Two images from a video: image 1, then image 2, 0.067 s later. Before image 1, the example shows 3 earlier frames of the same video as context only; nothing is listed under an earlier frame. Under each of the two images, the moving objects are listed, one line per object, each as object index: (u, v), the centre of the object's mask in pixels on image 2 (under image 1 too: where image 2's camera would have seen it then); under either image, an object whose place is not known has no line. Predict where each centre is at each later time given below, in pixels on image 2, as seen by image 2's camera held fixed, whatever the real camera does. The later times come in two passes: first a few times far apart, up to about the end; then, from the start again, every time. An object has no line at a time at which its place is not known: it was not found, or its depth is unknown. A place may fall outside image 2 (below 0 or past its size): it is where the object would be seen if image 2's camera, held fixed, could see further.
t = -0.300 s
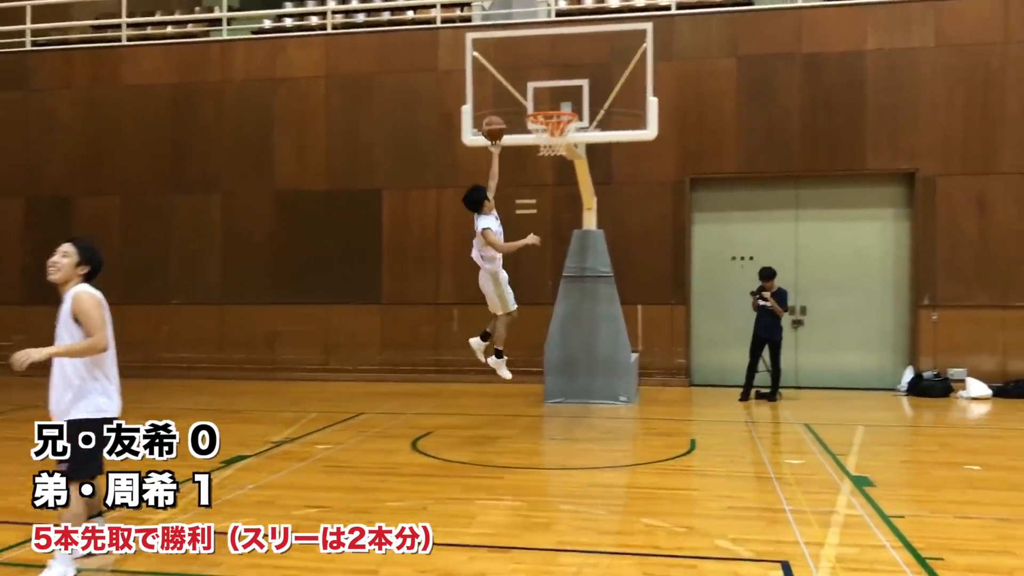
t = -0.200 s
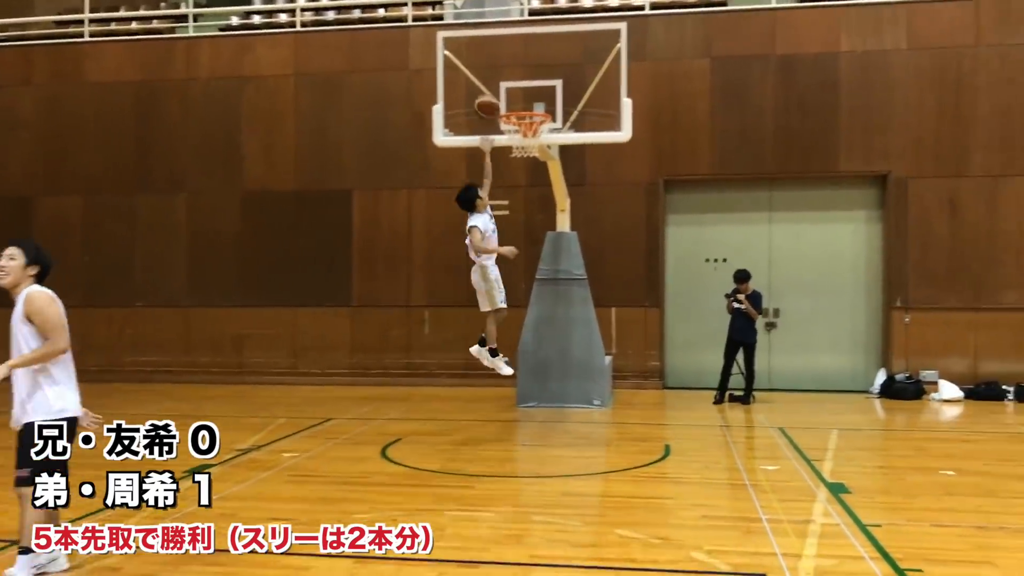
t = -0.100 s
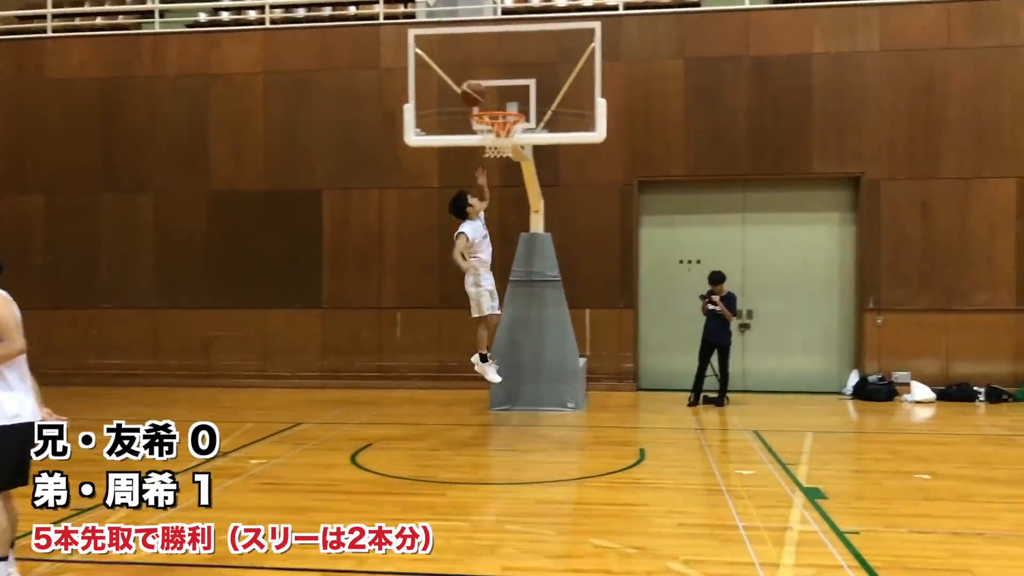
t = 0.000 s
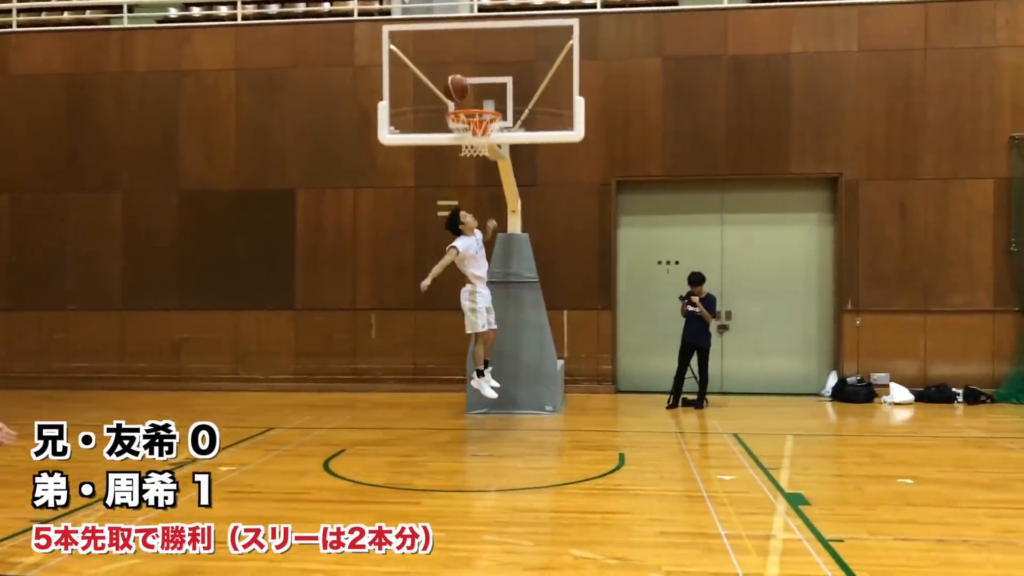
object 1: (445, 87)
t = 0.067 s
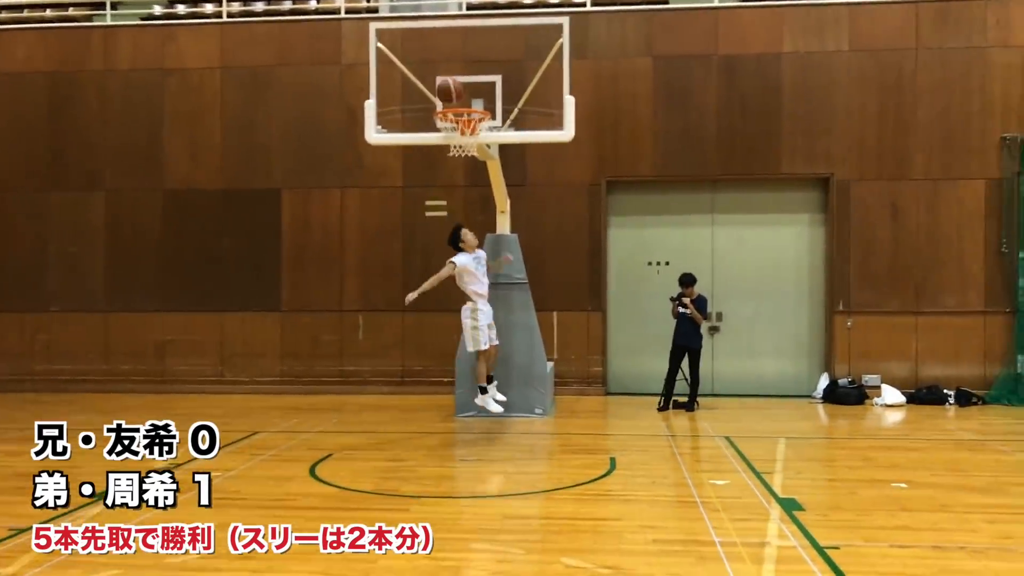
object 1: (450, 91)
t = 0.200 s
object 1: (460, 117)
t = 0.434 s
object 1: (469, 191)
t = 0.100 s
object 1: (453, 95)
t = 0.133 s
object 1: (455, 97)
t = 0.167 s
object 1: (458, 102)
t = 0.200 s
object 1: (460, 117)
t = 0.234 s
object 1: (461, 126)
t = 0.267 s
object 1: (462, 138)
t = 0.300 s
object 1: (463, 143)
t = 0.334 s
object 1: (461, 156)
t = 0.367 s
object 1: (465, 166)
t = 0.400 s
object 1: (466, 176)
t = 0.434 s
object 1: (469, 191)
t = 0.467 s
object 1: (470, 207)
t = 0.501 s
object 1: (472, 221)
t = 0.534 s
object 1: (472, 241)
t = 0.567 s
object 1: (471, 259)
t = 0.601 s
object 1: (472, 278)
